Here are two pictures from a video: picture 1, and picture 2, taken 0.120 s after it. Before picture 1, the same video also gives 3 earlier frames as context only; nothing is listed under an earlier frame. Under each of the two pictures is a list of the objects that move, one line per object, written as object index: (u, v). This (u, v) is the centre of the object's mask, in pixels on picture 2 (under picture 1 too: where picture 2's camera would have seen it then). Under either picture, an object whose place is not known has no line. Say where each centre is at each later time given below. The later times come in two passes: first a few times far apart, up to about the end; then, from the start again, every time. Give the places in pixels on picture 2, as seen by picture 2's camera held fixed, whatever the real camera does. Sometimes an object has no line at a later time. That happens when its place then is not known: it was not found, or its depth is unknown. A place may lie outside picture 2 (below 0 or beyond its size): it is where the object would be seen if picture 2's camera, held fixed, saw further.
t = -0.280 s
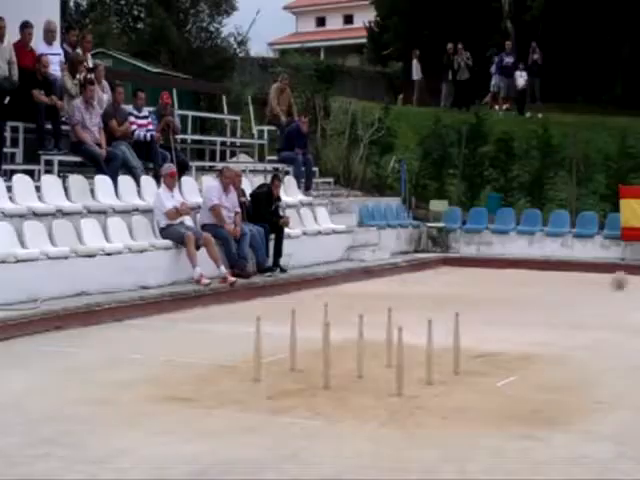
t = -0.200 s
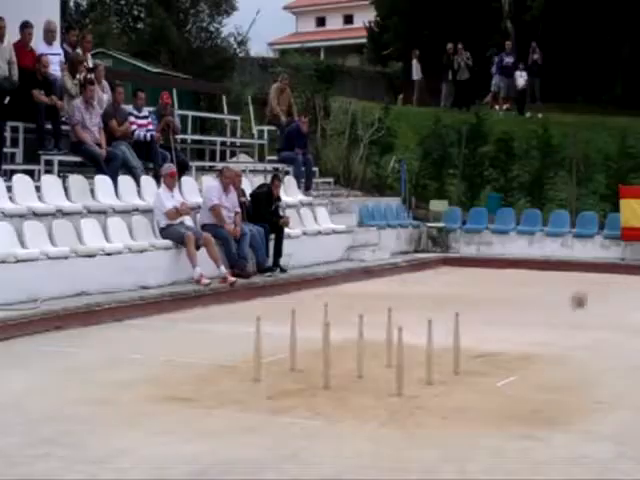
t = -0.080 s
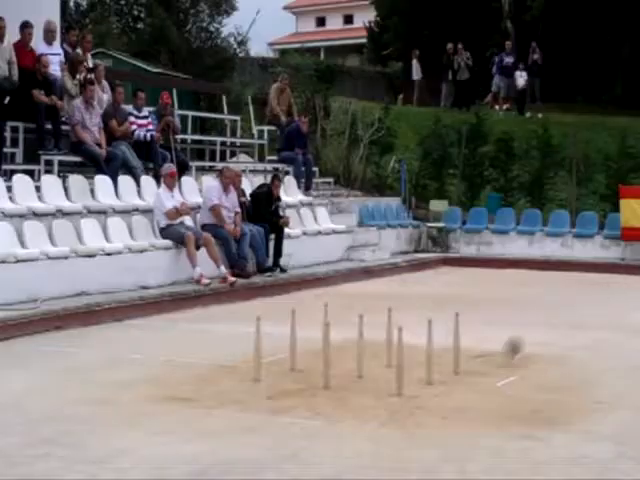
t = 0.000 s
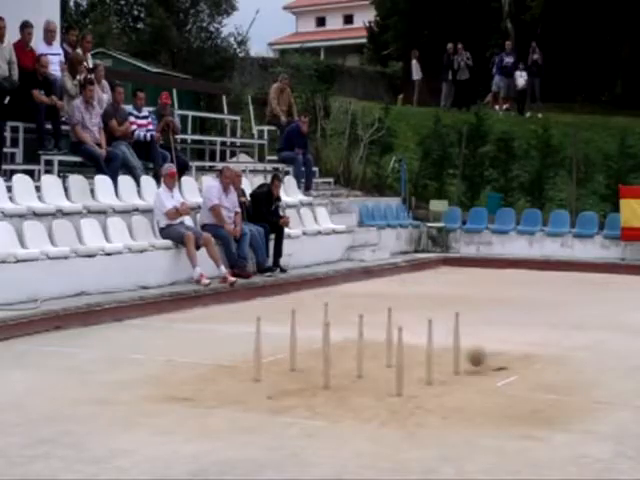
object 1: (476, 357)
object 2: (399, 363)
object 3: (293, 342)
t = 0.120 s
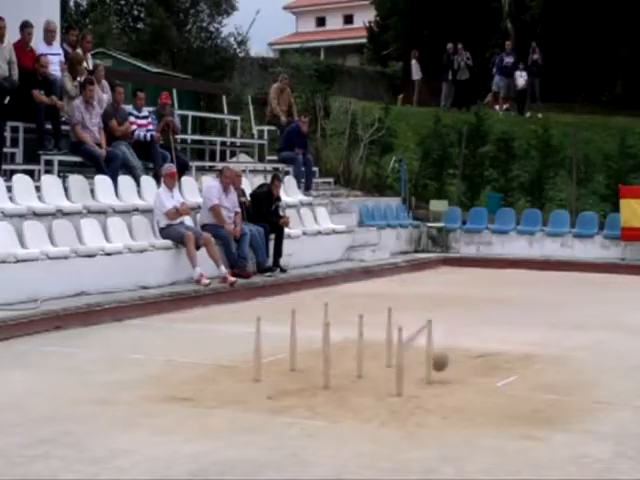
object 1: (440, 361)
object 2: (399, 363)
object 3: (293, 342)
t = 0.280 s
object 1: (413, 382)
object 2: (399, 362)
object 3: (293, 342)
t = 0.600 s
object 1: (390, 399)
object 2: (341, 388)
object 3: (291, 339)
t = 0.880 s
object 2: (310, 397)
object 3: (297, 348)
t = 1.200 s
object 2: (307, 399)
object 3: (308, 367)
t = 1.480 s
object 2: (306, 399)
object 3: (308, 367)
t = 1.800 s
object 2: (306, 399)
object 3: (308, 367)
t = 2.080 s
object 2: (306, 399)
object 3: (308, 367)
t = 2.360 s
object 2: (306, 399)
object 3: (308, 367)
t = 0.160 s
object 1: (432, 364)
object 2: (399, 363)
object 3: (293, 342)
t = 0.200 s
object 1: (425, 368)
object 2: (399, 362)
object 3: (293, 342)
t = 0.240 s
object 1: (419, 375)
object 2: (399, 362)
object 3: (293, 342)
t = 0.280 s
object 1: (413, 382)
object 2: (399, 362)
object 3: (293, 342)
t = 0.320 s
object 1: (409, 381)
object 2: (397, 362)
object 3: (293, 342)
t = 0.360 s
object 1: (405, 382)
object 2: (392, 355)
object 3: (293, 337)
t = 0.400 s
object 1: (402, 385)
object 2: (380, 359)
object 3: (293, 338)
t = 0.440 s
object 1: (400, 392)
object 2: (370, 362)
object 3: (293, 337)
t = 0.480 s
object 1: (397, 392)
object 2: (359, 366)
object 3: (293, 336)
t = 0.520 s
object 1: (395, 396)
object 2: (340, 367)
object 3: (292, 337)
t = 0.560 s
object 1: (392, 398)
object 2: (347, 380)
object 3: (291, 338)
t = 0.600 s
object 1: (390, 399)
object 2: (341, 388)
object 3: (291, 339)
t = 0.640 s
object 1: (387, 400)
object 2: (331, 397)
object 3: (291, 339)
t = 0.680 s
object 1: (385, 402)
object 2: (324, 396)
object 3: (291, 343)
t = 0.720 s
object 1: (382, 404)
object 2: (319, 394)
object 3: (291, 343)
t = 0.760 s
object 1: (378, 407)
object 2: (317, 392)
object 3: (292, 343)
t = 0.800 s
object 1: (375, 411)
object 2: (314, 393)
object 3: (293, 345)
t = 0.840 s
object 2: (311, 394)
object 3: (295, 346)
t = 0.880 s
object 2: (310, 397)
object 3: (297, 348)
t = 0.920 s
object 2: (309, 399)
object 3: (299, 352)
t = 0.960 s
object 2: (309, 398)
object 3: (302, 357)
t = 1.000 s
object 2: (309, 399)
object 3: (299, 363)
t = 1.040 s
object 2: (309, 399)
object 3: (305, 366)
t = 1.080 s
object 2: (308, 399)
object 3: (304, 362)
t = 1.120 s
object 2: (308, 399)
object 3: (305, 362)
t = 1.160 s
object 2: (307, 399)
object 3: (306, 364)
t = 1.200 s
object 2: (307, 399)
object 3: (308, 367)
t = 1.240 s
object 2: (306, 399)
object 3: (308, 367)
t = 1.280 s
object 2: (306, 399)
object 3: (307, 367)
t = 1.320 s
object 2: (306, 399)
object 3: (308, 367)
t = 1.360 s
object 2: (306, 399)
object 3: (308, 367)
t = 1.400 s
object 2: (306, 399)
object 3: (308, 367)
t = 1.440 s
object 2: (306, 399)
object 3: (308, 367)
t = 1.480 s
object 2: (306, 399)
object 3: (308, 367)
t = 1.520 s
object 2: (306, 399)
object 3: (308, 367)
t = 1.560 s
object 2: (306, 399)
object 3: (308, 367)
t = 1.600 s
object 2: (306, 399)
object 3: (308, 367)
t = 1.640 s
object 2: (306, 399)
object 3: (308, 367)
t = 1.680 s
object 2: (306, 399)
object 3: (308, 367)
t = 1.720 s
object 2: (306, 399)
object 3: (308, 367)
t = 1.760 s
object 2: (306, 399)
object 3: (308, 367)
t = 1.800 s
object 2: (306, 399)
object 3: (308, 367)
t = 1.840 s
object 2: (306, 399)
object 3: (308, 367)
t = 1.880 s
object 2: (306, 399)
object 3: (308, 367)
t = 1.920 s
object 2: (306, 399)
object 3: (308, 367)
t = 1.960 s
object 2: (306, 399)
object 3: (308, 367)
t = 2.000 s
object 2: (306, 399)
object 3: (308, 367)
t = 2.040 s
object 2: (306, 399)
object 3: (308, 367)
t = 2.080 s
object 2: (306, 399)
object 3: (308, 367)
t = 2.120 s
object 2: (306, 399)
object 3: (308, 367)
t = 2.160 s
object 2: (306, 399)
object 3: (308, 367)
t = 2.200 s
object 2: (306, 399)
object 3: (308, 367)
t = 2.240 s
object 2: (306, 399)
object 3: (308, 367)
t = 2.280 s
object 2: (306, 399)
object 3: (308, 367)
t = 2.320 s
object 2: (306, 399)
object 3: (308, 367)
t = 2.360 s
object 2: (306, 399)
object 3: (308, 367)
